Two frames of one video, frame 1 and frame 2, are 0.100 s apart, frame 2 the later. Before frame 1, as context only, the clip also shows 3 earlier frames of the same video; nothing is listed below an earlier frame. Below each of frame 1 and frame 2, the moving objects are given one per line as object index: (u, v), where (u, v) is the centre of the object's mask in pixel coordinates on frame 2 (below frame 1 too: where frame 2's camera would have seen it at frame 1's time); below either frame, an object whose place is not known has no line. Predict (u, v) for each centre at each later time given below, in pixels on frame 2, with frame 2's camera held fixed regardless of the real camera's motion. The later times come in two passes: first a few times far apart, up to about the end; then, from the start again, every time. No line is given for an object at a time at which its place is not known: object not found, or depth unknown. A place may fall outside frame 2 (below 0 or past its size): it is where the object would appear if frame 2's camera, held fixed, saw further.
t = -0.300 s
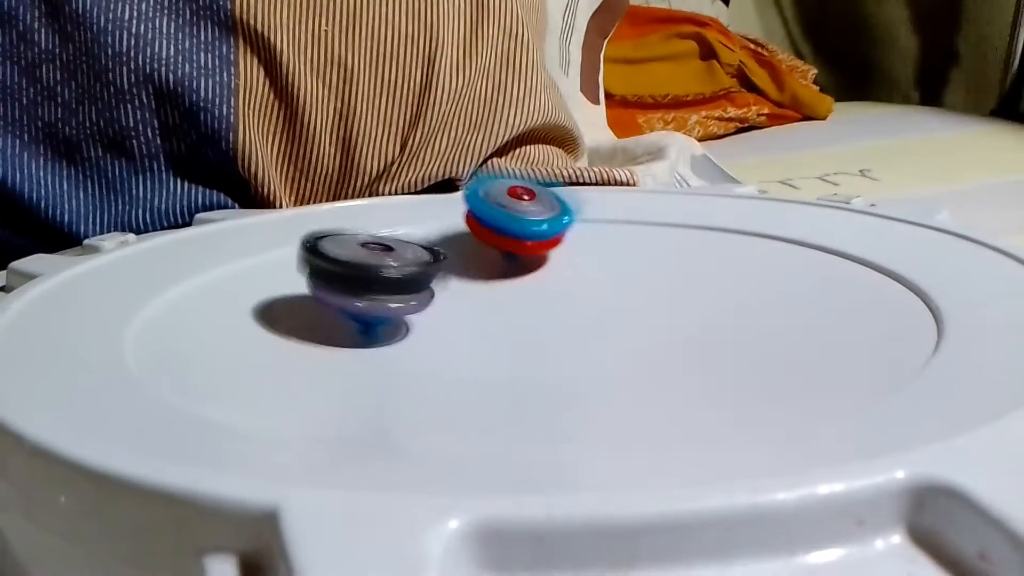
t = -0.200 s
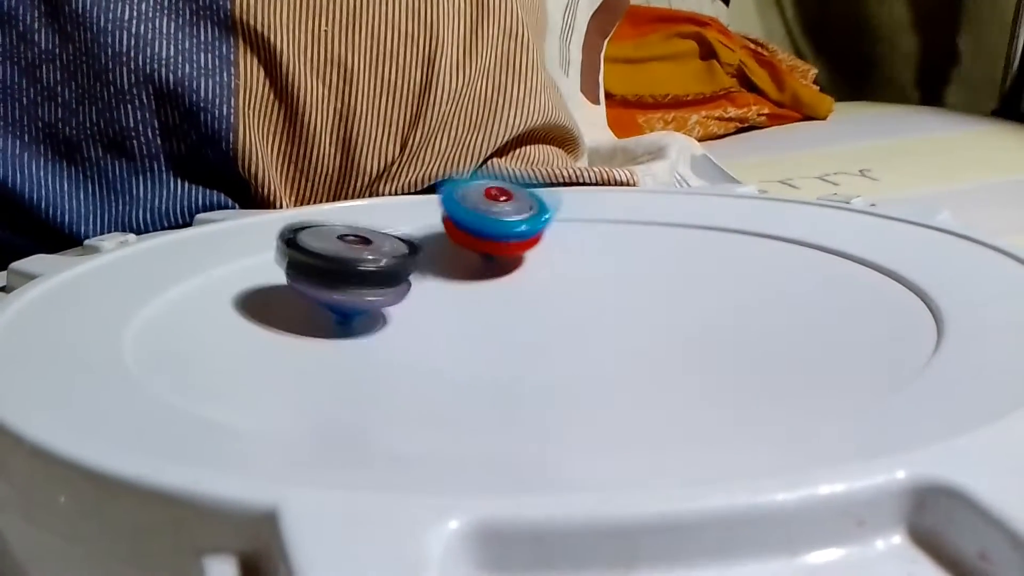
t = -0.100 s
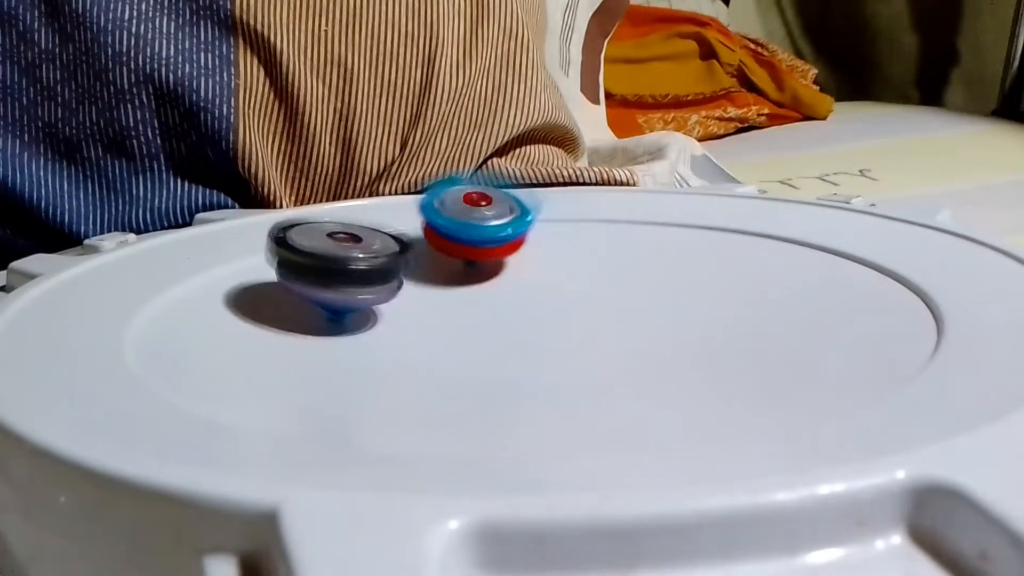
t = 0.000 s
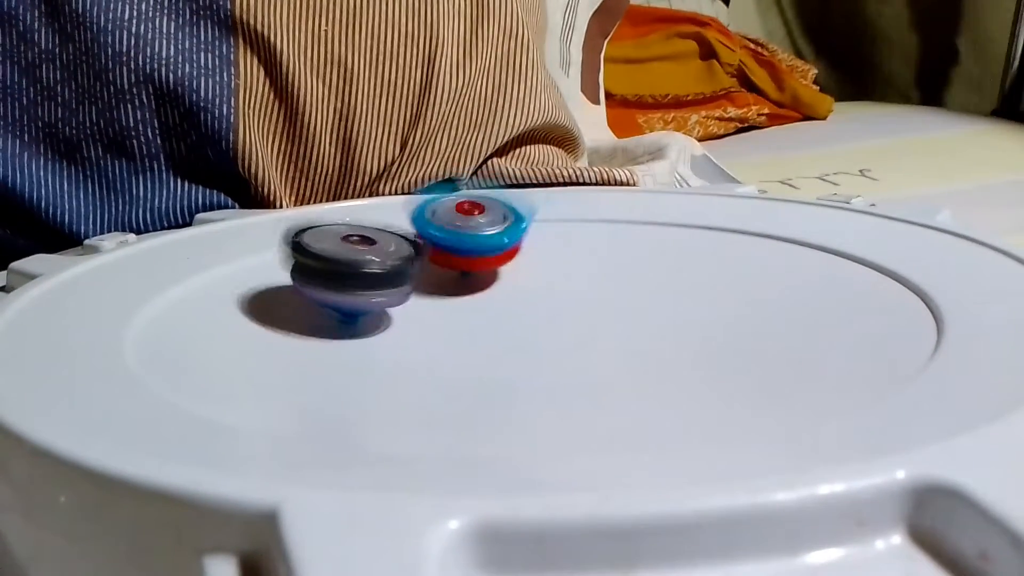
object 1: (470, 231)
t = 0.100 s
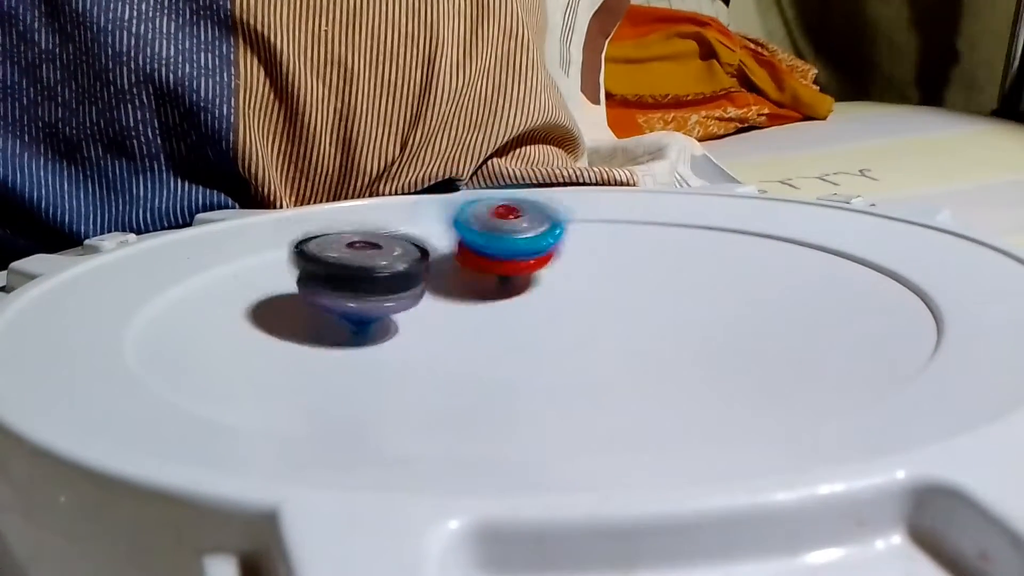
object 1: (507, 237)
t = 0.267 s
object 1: (600, 211)
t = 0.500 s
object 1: (547, 214)
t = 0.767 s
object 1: (482, 244)
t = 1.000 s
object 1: (460, 229)
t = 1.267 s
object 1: (280, 239)
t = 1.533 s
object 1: (564, 306)
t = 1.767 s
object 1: (406, 174)
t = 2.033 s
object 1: (294, 196)
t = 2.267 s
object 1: (413, 272)
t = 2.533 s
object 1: (656, 235)
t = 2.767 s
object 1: (538, 224)
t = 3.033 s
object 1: (910, 253)
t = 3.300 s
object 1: (632, 317)
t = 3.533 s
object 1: (313, 297)
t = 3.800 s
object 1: (184, 260)
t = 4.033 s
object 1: (281, 242)
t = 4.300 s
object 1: (454, 221)
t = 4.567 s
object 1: (619, 223)
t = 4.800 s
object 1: (725, 256)
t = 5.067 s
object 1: (678, 322)
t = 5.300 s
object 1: (451, 345)
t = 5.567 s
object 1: (272, 298)
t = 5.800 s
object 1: (309, 242)
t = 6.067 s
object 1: (454, 224)
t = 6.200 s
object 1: (535, 228)
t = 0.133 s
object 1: (533, 231)
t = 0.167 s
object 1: (556, 223)
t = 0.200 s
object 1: (576, 220)
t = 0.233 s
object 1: (591, 216)
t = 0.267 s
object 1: (600, 211)
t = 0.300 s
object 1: (605, 207)
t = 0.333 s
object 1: (606, 205)
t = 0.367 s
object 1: (602, 204)
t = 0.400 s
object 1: (594, 204)
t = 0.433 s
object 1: (581, 205)
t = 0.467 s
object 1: (564, 210)
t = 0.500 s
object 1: (547, 214)
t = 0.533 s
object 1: (533, 215)
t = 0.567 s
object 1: (513, 223)
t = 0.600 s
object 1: (505, 225)
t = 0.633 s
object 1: (499, 225)
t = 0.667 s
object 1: (494, 227)
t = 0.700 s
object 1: (489, 230)
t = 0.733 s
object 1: (483, 238)
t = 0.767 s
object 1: (482, 244)
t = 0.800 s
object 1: (485, 252)
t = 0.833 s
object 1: (492, 260)
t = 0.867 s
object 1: (503, 268)
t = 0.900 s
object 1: (515, 275)
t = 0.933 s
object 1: (504, 262)
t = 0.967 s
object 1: (483, 247)
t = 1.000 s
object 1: (460, 229)
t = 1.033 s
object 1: (436, 215)
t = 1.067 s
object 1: (410, 205)
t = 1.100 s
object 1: (383, 198)
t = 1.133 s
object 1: (355, 197)
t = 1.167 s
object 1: (335, 207)
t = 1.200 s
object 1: (315, 216)
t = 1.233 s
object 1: (292, 225)
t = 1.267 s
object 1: (280, 239)
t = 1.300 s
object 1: (281, 255)
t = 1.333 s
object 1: (298, 277)
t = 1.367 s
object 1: (329, 294)
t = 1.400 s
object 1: (375, 308)
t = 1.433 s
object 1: (430, 317)
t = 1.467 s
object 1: (490, 321)
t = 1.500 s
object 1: (550, 321)
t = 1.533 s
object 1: (564, 306)
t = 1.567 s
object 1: (537, 283)
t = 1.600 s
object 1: (511, 257)
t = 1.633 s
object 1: (488, 238)
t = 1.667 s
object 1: (463, 212)
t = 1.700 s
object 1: (440, 193)
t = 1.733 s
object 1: (423, 178)
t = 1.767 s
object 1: (406, 174)
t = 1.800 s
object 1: (387, 168)
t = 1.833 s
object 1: (368, 163)
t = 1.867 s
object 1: (349, 165)
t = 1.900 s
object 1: (333, 171)
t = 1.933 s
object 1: (320, 177)
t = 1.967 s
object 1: (309, 183)
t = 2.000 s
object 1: (299, 189)
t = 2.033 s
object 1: (294, 196)
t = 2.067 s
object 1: (293, 202)
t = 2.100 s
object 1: (295, 213)
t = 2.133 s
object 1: (302, 220)
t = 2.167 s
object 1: (320, 242)
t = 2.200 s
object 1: (343, 255)
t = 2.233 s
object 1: (376, 267)
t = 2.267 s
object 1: (413, 272)
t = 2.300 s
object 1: (454, 278)
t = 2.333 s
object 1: (494, 280)
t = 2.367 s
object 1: (533, 279)
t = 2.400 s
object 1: (567, 274)
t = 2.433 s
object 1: (598, 267)
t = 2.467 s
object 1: (625, 257)
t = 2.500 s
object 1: (642, 248)
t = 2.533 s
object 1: (656, 235)
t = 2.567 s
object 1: (658, 226)
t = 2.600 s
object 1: (652, 218)
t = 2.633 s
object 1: (638, 211)
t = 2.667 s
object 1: (616, 209)
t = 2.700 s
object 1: (590, 210)
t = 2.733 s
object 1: (564, 217)
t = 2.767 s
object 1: (538, 224)
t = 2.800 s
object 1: (516, 238)
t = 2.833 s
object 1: (525, 252)
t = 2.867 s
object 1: (604, 262)
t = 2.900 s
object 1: (672, 268)
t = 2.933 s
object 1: (747, 268)
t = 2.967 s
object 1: (813, 265)
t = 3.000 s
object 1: (869, 257)
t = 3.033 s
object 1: (910, 253)
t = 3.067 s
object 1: (913, 251)
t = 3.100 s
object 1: (893, 264)
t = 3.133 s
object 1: (866, 272)
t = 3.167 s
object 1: (829, 281)
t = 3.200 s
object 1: (785, 292)
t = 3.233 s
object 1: (738, 302)
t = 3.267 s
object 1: (683, 312)
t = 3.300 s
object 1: (632, 317)
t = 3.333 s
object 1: (574, 320)
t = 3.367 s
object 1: (522, 321)
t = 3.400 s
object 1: (471, 322)
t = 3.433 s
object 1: (424, 318)
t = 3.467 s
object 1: (382, 312)
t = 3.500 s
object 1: (346, 306)
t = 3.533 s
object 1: (313, 297)
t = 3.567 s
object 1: (285, 292)
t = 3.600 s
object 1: (261, 286)
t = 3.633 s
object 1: (239, 280)
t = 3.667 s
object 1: (220, 274)
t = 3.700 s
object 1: (204, 270)
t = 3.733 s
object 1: (193, 268)
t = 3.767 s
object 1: (187, 263)
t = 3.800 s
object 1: (184, 260)
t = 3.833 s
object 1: (187, 259)
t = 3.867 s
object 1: (197, 257)
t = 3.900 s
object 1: (209, 253)
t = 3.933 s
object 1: (226, 250)
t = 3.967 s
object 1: (241, 246)
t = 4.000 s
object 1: (261, 245)
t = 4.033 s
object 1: (281, 242)
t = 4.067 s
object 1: (303, 241)
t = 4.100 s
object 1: (326, 238)
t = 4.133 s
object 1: (347, 235)
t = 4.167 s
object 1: (368, 230)
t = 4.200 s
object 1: (390, 229)
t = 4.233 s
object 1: (411, 226)
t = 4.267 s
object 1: (432, 222)
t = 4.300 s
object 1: (454, 221)
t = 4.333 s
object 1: (475, 219)
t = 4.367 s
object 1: (495, 218)
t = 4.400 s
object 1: (517, 218)
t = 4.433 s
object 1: (538, 219)
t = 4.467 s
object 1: (560, 219)
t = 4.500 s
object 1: (579, 220)
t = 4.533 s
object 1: (600, 221)
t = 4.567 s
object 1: (619, 223)
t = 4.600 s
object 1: (638, 226)
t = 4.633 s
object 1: (657, 229)
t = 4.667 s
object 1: (672, 233)
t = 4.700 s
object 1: (689, 238)
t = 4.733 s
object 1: (703, 243)
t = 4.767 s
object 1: (715, 249)
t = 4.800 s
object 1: (725, 256)
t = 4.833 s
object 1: (733, 263)
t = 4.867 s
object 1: (737, 271)
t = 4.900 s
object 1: (737, 279)
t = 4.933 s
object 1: (735, 288)
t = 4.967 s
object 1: (726, 298)
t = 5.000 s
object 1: (715, 308)
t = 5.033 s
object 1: (699, 315)
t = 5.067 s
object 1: (678, 322)
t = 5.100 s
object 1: (653, 329)
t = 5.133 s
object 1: (625, 334)
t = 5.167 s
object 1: (592, 341)
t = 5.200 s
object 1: (559, 345)
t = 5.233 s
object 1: (523, 345)
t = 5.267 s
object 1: (486, 346)
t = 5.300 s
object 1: (451, 345)
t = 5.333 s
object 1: (416, 342)
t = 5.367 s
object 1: (382, 339)
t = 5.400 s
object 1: (353, 333)
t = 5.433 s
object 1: (328, 327)
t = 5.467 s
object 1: (306, 321)
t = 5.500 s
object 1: (291, 313)
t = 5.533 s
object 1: (279, 305)
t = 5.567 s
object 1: (272, 298)
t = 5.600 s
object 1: (268, 291)
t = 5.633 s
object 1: (267, 283)
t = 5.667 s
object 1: (271, 276)
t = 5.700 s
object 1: (274, 263)
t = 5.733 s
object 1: (282, 256)
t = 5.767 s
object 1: (293, 250)
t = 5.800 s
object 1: (309, 242)
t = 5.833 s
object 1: (324, 239)
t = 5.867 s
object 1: (340, 235)
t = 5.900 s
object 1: (357, 230)
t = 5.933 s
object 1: (375, 228)
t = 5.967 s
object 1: (395, 225)
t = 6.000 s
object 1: (414, 222)
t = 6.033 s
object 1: (434, 223)
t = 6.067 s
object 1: (454, 224)
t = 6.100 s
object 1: (475, 225)
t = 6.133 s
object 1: (493, 223)
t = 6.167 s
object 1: (515, 225)
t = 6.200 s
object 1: (535, 228)
